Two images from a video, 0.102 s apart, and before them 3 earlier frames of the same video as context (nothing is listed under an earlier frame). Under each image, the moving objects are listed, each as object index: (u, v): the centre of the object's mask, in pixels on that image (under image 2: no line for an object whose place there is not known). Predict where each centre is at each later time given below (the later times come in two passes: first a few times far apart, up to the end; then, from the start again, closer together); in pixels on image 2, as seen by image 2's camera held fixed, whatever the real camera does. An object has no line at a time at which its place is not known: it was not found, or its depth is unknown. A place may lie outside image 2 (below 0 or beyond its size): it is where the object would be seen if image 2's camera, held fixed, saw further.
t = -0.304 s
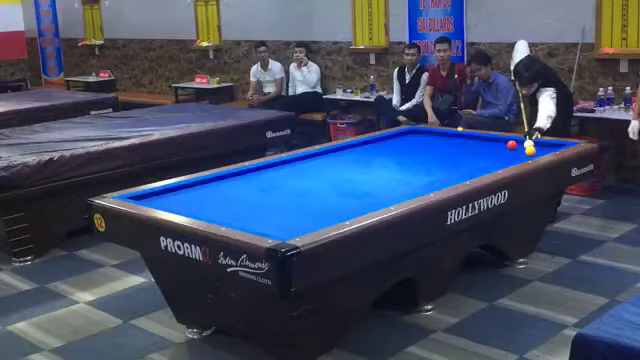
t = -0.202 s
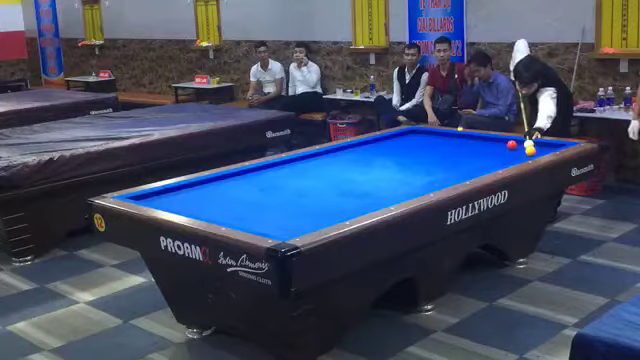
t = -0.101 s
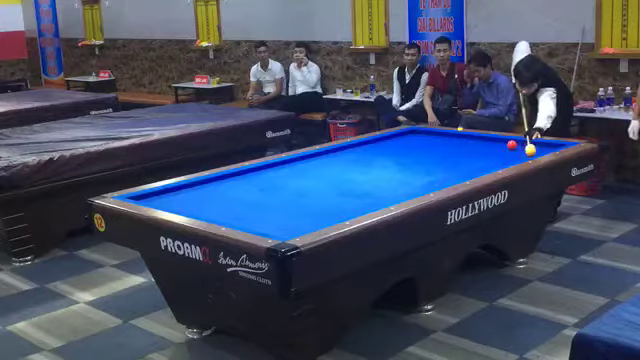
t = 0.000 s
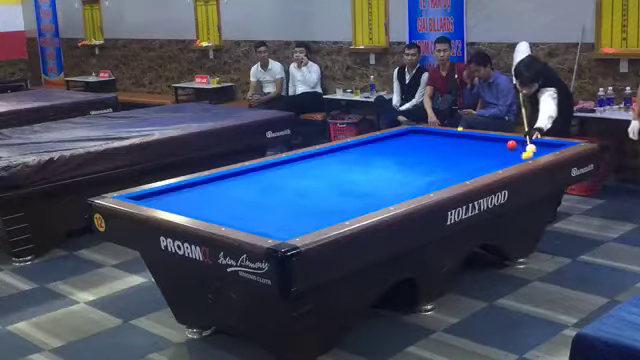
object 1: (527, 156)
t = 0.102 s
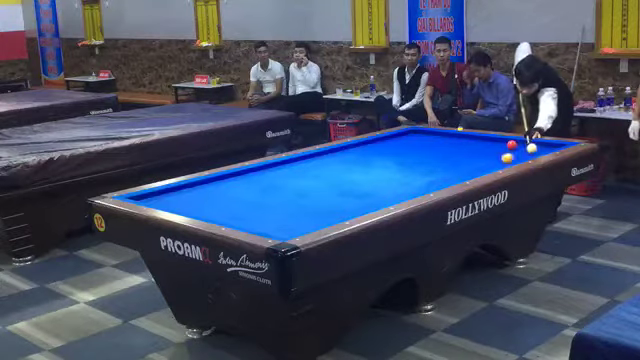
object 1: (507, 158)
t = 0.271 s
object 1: (479, 161)
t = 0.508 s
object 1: (441, 165)
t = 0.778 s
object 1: (399, 170)
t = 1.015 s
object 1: (360, 175)
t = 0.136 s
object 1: (501, 159)
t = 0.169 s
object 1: (495, 159)
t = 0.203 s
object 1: (490, 160)
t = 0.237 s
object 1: (484, 161)
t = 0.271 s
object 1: (479, 161)
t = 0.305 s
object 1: (473, 162)
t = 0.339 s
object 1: (468, 163)
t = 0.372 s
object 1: (463, 163)
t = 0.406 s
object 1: (458, 164)
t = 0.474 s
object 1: (447, 165)
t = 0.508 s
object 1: (441, 165)
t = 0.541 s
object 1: (436, 166)
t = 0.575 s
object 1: (431, 167)
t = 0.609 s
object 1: (425, 167)
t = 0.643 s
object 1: (420, 168)
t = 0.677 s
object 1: (415, 169)
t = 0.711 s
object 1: (409, 169)
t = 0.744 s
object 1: (404, 170)
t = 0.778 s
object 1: (399, 170)
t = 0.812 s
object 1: (393, 171)
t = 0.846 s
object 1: (387, 172)
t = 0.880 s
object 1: (382, 172)
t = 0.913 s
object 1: (376, 173)
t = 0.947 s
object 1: (371, 174)
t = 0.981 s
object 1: (366, 174)
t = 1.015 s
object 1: (360, 175)
